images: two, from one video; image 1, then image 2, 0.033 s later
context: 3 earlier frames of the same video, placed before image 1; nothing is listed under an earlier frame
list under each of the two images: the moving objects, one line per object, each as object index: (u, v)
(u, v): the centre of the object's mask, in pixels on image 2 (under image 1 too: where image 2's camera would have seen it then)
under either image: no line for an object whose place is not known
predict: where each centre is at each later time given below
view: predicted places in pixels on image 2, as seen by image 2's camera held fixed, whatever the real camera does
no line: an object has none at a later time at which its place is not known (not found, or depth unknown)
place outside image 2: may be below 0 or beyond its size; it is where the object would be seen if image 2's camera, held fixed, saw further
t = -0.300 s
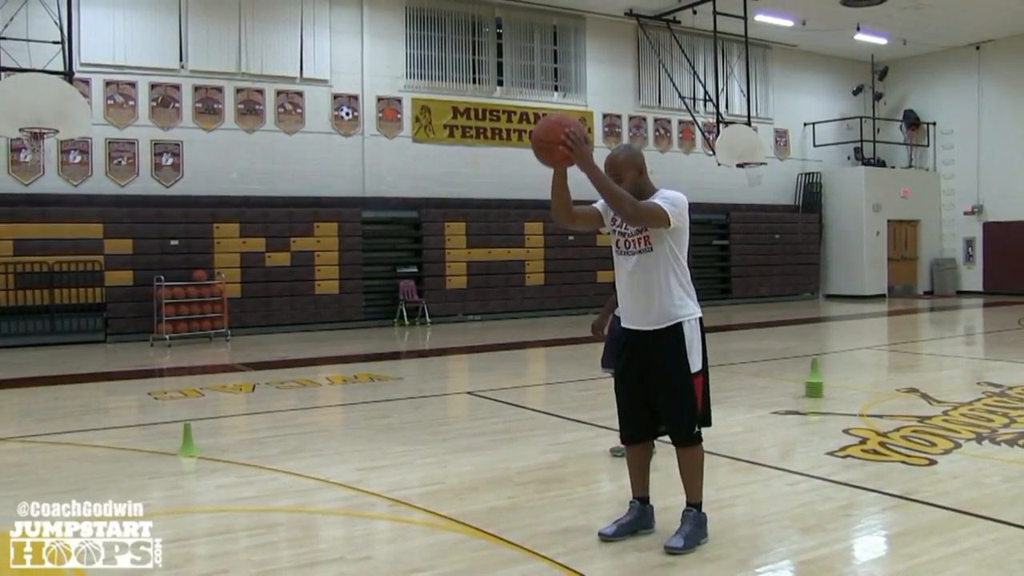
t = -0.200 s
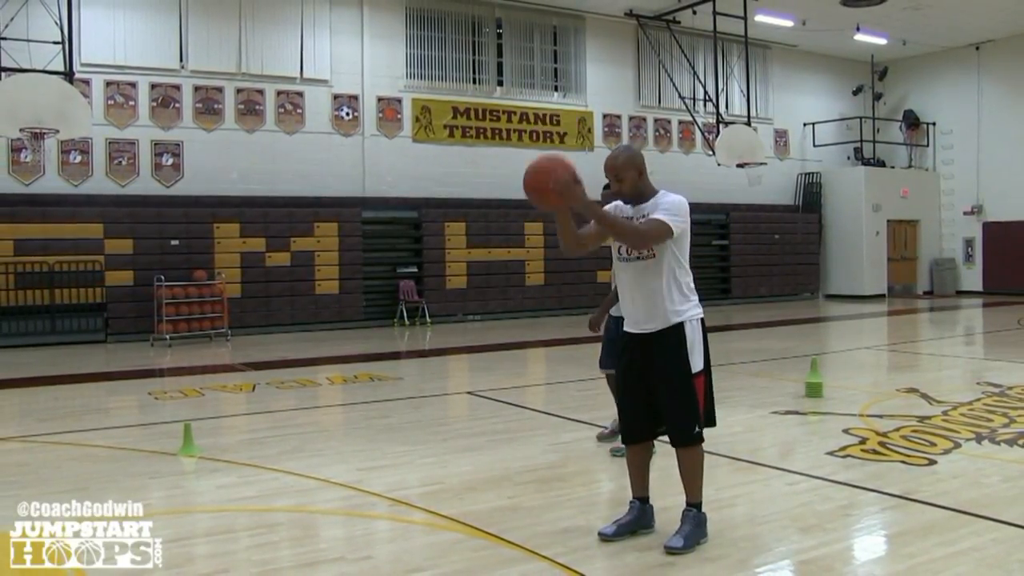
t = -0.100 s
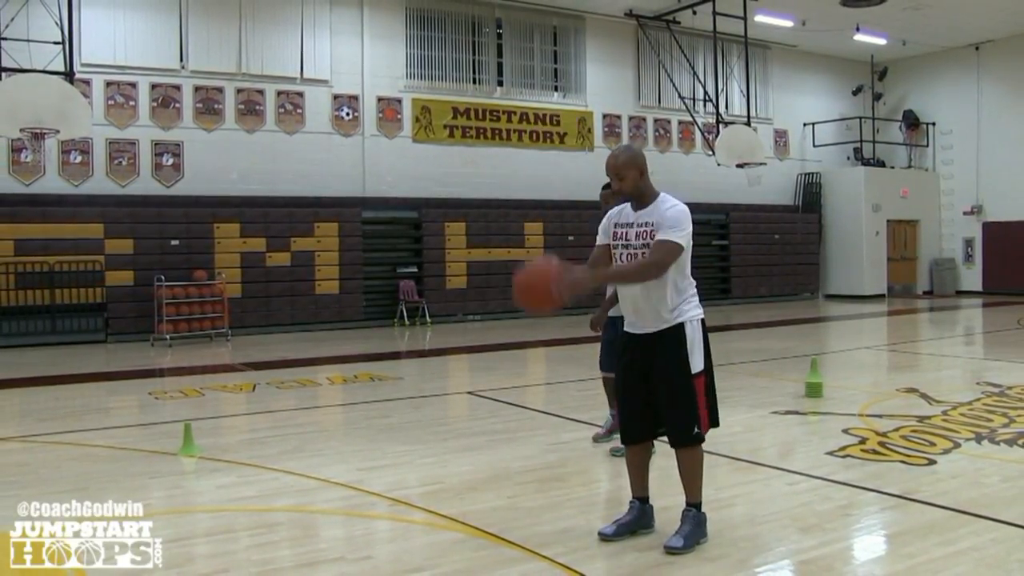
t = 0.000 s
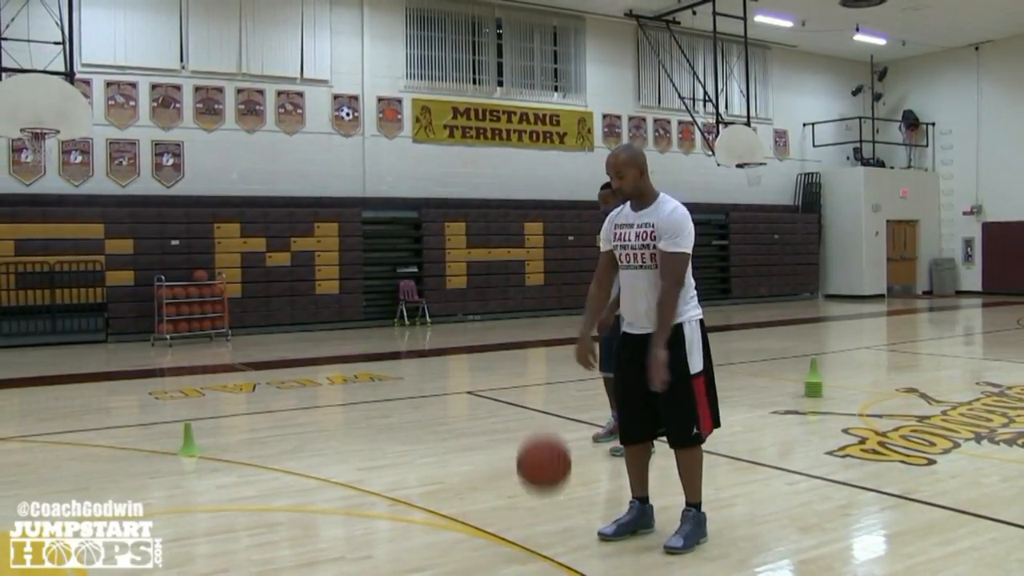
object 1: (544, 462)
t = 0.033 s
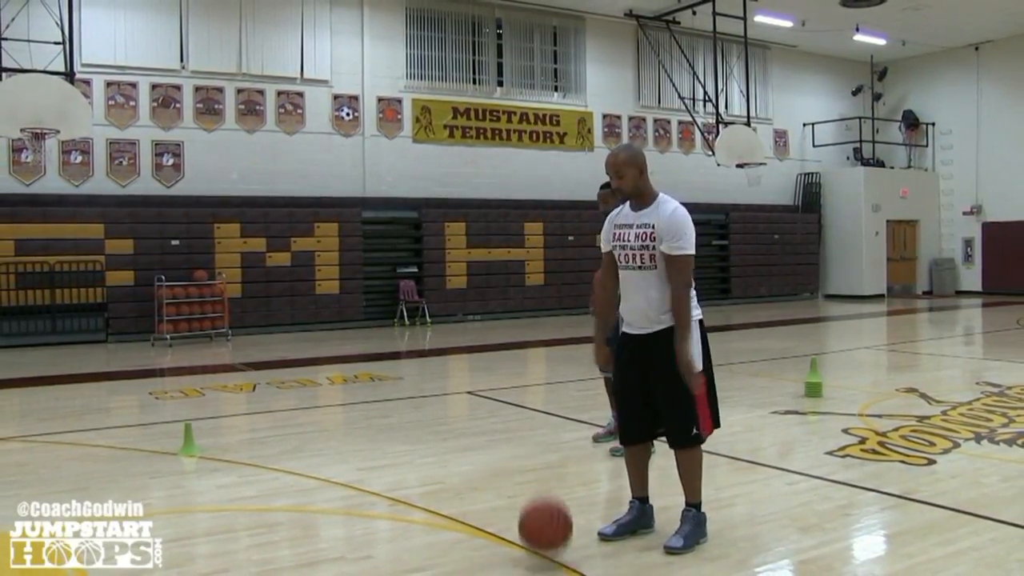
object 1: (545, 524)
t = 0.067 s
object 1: (545, 517)
